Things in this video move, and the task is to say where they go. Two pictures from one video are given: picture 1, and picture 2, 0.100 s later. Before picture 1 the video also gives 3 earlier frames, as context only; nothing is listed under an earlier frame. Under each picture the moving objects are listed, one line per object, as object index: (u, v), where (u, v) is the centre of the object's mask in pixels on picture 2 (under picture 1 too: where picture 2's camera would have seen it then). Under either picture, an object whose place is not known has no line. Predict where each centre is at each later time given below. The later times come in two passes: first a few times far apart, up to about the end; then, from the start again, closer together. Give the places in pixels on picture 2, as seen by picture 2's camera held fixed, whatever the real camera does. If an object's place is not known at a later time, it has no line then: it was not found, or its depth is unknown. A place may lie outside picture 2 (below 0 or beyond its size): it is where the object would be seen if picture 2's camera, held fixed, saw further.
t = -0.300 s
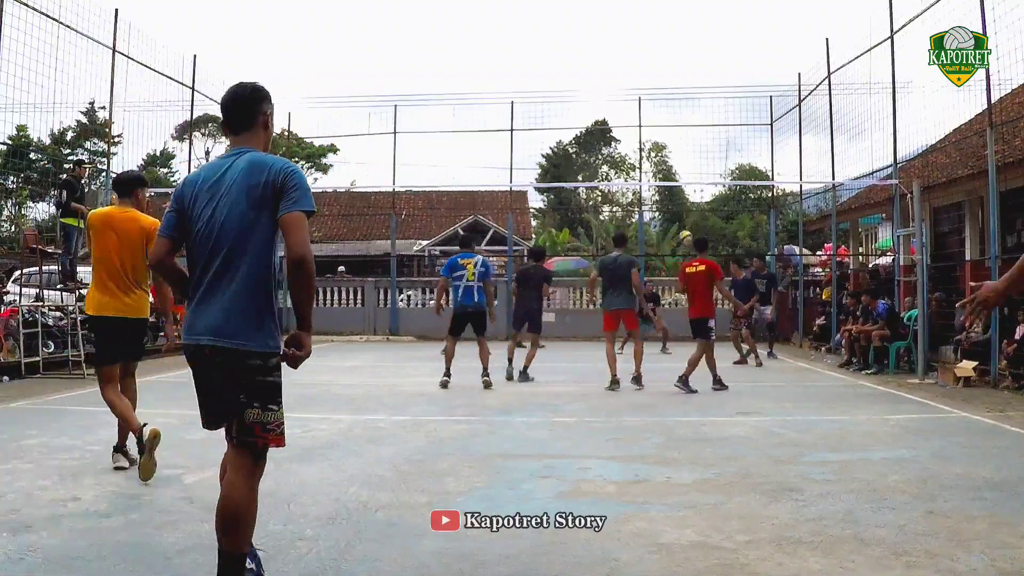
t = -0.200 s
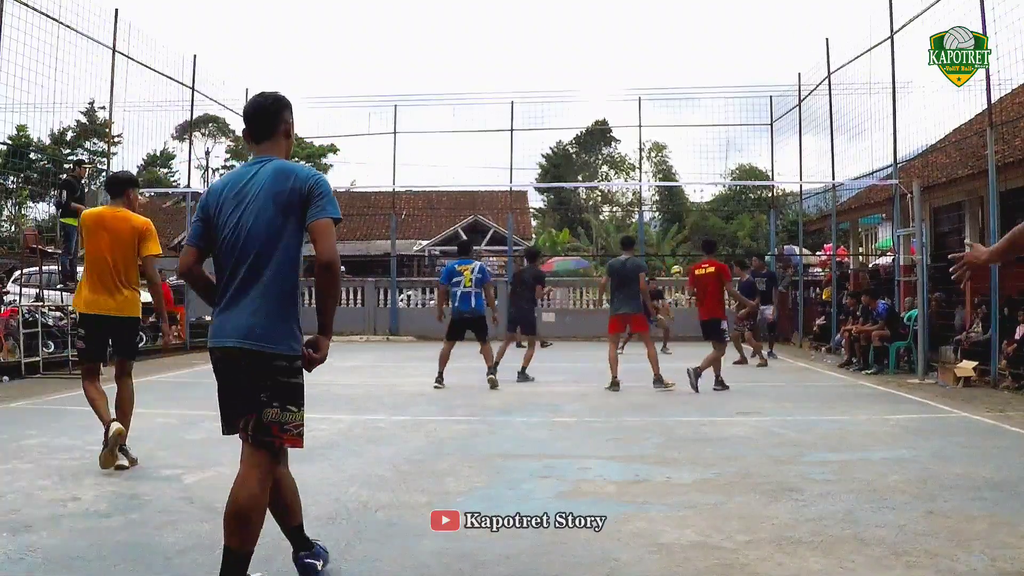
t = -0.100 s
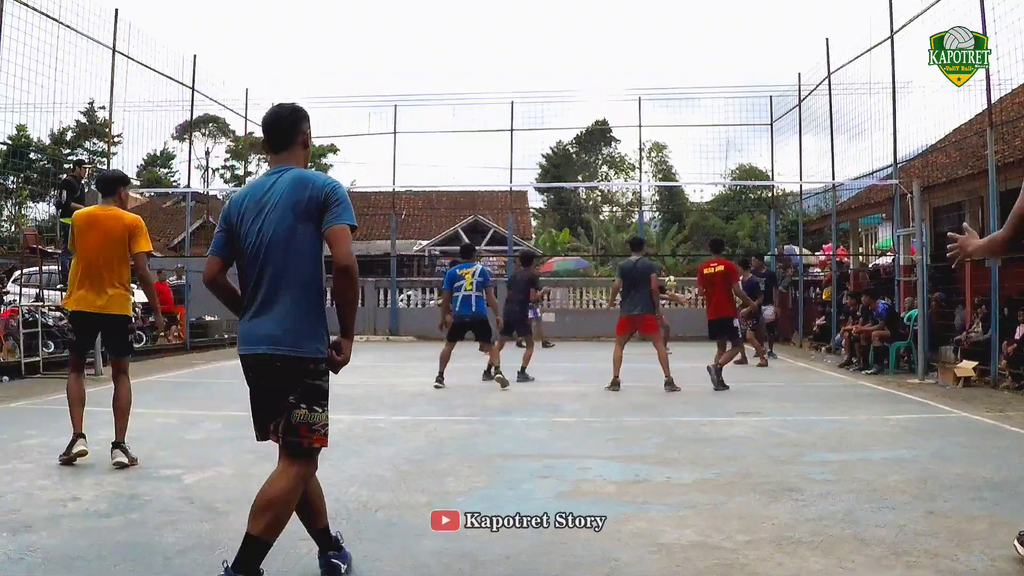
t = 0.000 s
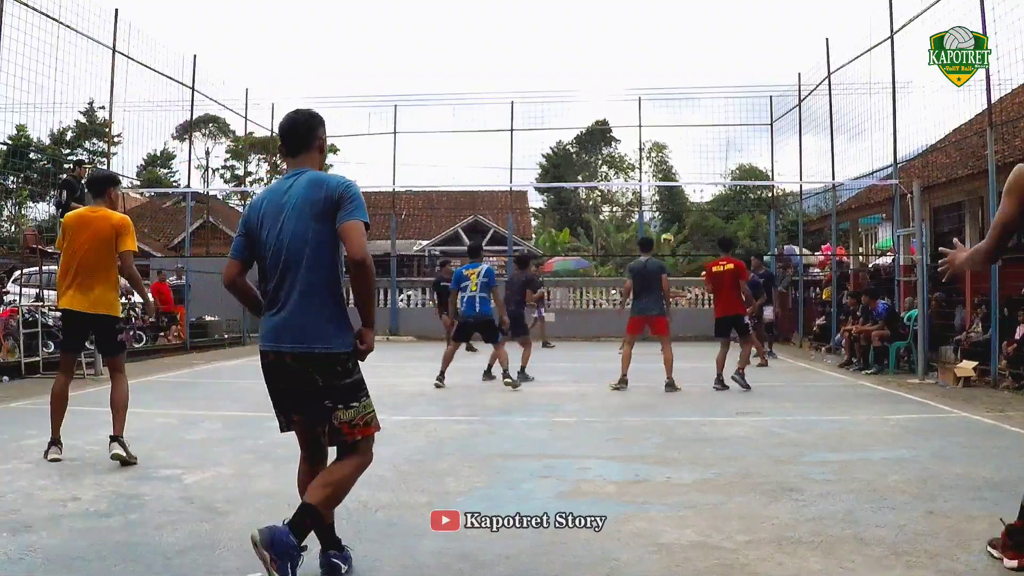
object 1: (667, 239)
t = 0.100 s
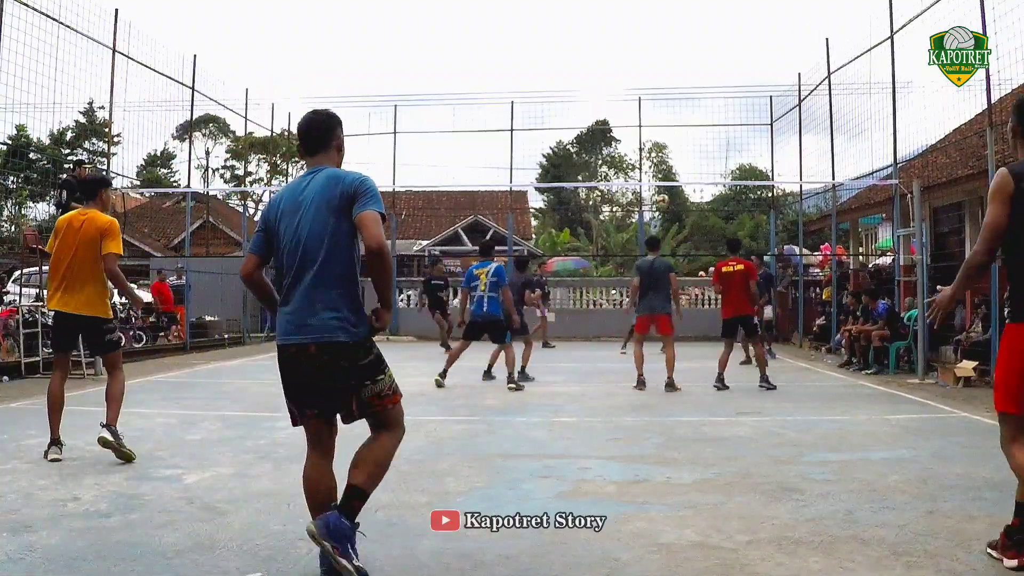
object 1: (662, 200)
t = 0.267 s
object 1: (654, 149)
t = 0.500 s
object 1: (644, 100)
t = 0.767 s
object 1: (630, 76)
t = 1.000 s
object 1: (619, 91)
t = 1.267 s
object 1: (605, 156)
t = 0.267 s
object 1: (654, 149)
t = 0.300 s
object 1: (653, 138)
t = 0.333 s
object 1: (652, 130)
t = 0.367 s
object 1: (650, 122)
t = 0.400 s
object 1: (648, 115)
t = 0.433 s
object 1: (648, 112)
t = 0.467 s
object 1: (646, 106)
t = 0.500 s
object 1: (644, 100)
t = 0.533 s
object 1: (642, 95)
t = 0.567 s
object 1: (641, 90)
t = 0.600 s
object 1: (639, 86)
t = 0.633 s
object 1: (637, 83)
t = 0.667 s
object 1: (636, 80)
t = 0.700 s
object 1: (634, 78)
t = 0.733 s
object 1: (632, 76)
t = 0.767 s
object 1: (630, 76)
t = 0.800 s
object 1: (629, 75)
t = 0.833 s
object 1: (627, 76)
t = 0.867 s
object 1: (625, 77)
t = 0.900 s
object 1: (624, 80)
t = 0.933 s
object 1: (622, 83)
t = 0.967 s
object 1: (620, 87)
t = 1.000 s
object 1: (619, 91)
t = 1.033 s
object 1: (617, 96)
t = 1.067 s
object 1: (615, 102)
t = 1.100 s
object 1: (614, 109)
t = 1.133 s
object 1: (612, 117)
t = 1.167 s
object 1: (610, 126)
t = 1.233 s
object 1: (607, 144)
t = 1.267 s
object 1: (605, 156)
